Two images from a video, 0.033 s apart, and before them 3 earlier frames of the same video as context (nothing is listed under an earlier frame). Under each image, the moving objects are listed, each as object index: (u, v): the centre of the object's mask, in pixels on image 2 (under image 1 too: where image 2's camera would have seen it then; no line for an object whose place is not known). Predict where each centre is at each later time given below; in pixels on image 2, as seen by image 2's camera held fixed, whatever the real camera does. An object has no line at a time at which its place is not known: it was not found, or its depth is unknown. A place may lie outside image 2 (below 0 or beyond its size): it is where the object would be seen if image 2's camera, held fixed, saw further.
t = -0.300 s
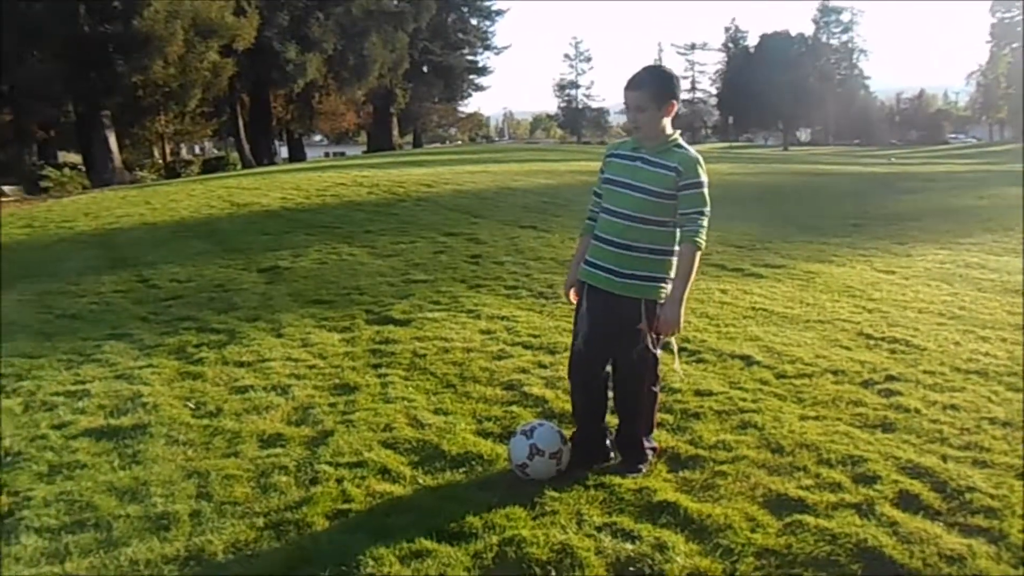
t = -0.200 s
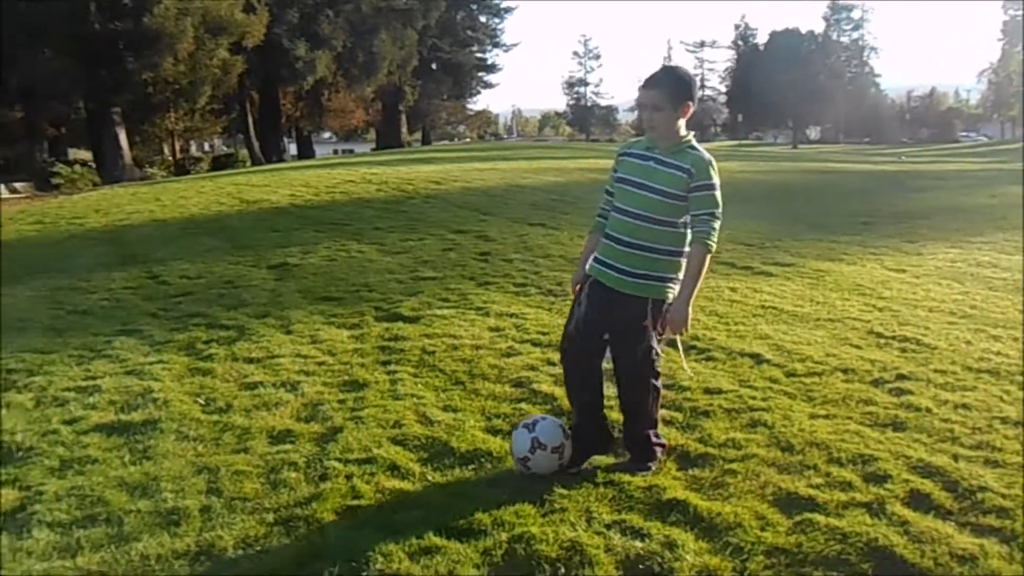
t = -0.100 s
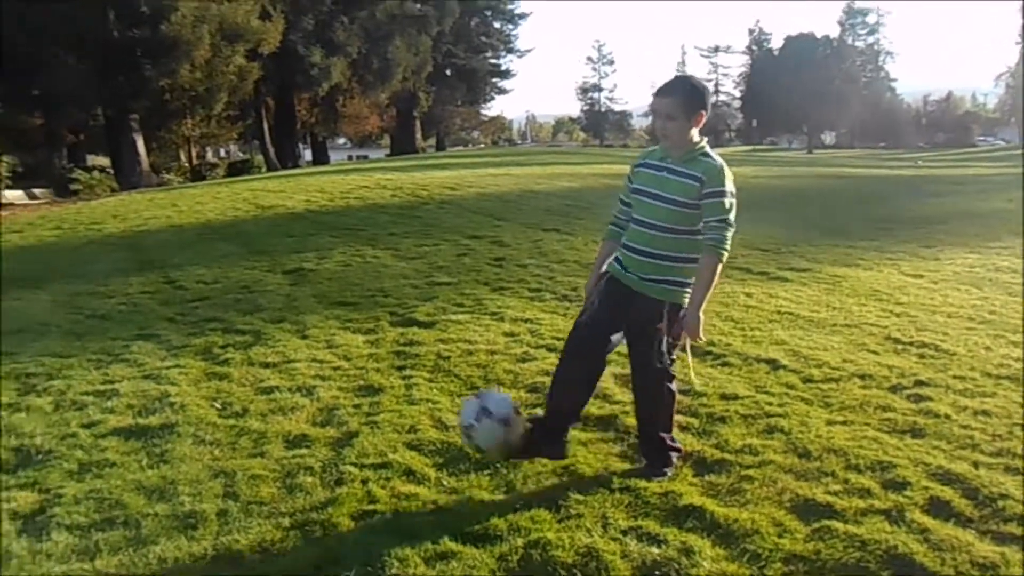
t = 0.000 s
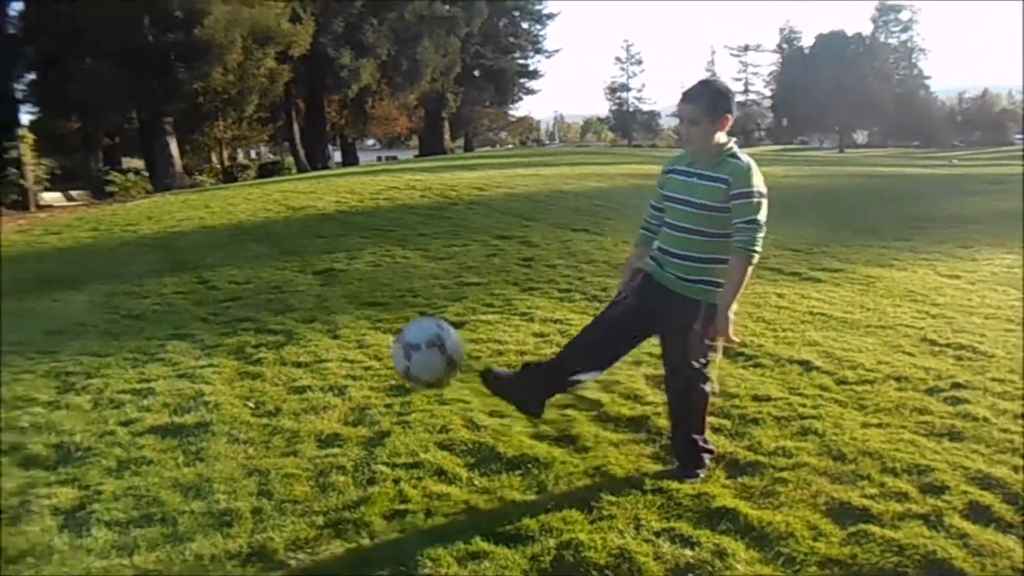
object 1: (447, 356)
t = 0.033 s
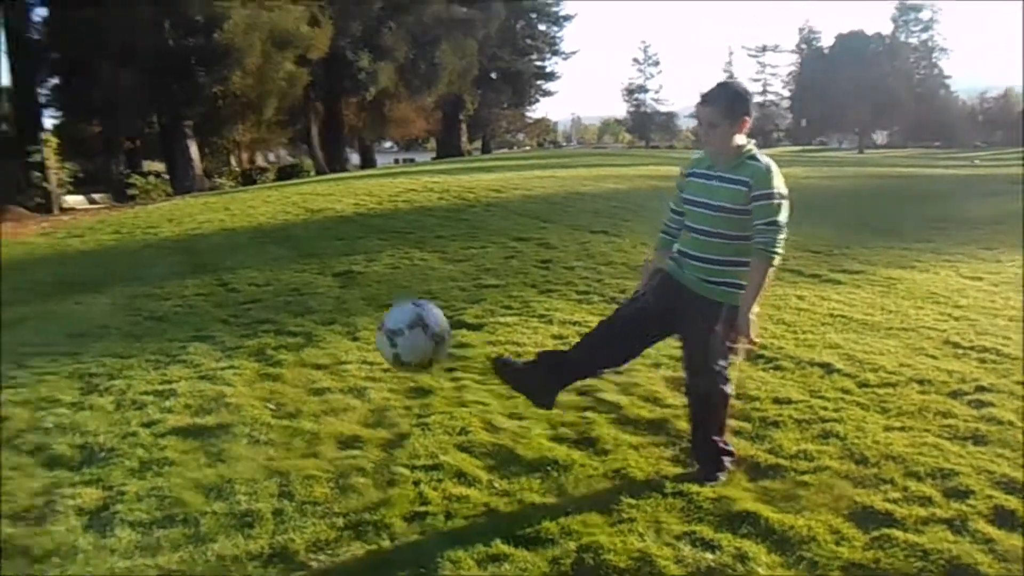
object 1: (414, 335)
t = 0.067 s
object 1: (380, 319)
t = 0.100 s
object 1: (346, 306)
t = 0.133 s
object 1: (312, 296)
